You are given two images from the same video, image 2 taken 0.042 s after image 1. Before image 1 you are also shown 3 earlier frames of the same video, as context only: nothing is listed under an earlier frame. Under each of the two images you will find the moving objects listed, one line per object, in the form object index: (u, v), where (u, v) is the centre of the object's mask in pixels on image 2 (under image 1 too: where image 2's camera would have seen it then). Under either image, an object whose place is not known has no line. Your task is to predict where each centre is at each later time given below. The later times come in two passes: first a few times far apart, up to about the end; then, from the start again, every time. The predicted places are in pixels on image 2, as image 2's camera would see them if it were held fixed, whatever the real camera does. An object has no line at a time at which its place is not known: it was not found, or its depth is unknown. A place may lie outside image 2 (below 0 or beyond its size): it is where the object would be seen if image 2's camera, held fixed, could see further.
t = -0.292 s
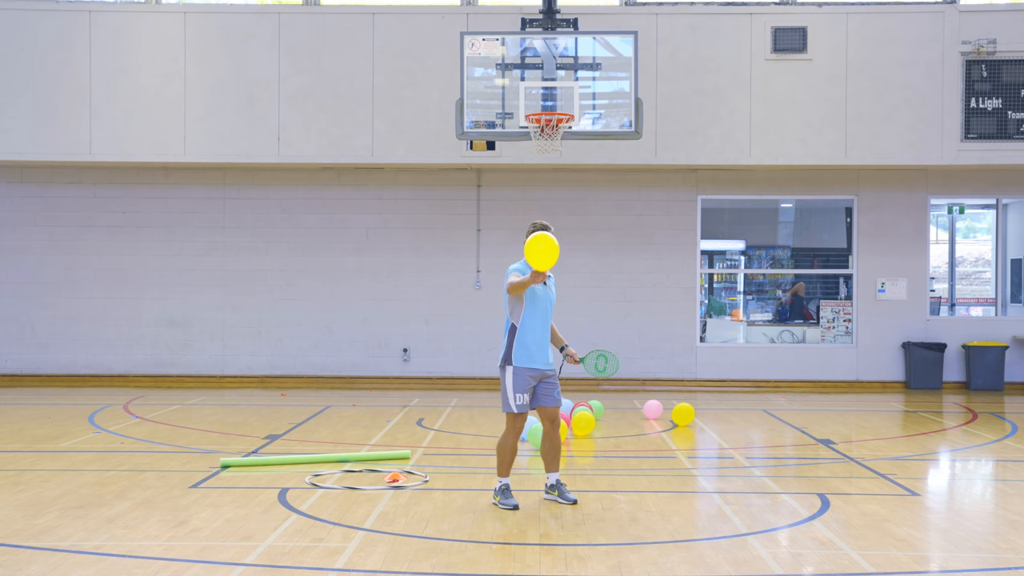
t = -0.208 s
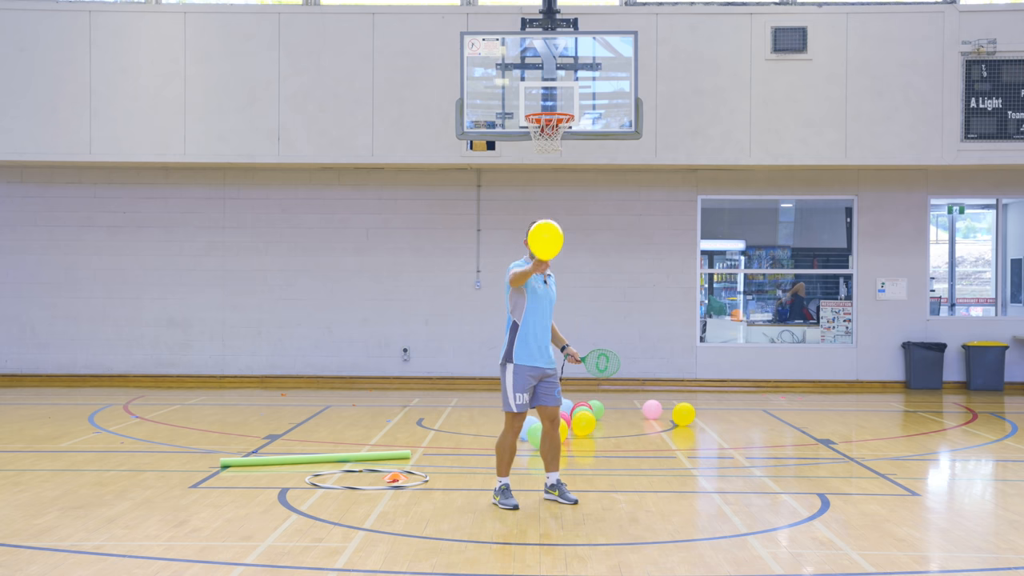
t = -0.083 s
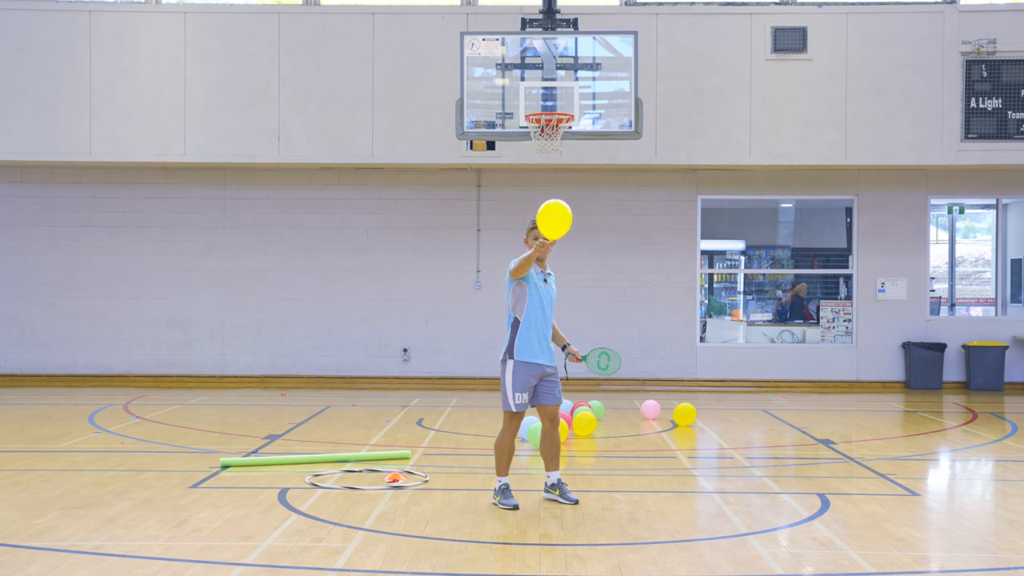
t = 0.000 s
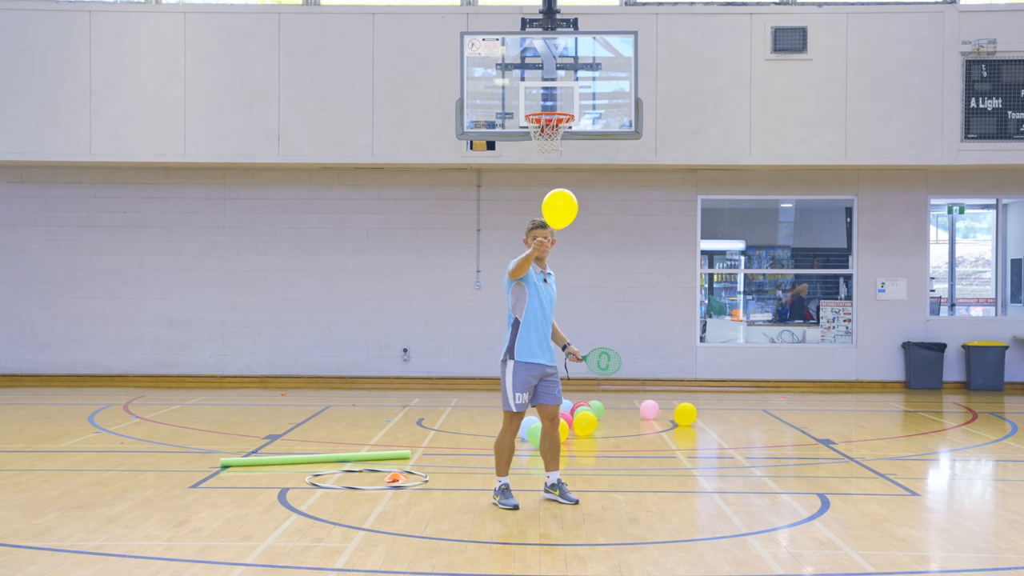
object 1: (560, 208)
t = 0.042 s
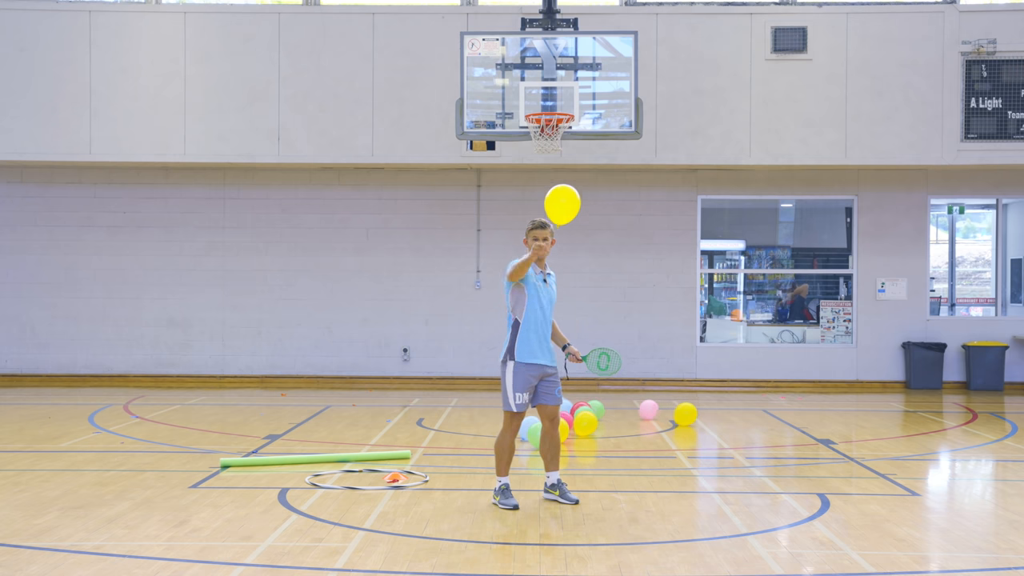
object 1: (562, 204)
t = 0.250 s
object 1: (574, 191)
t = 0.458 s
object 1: (585, 192)
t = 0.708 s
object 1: (595, 209)
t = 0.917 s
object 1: (600, 236)
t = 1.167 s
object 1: (602, 276)
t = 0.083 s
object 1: (564, 200)
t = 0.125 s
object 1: (567, 197)
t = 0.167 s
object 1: (569, 195)
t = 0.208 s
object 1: (572, 193)
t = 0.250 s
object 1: (574, 191)
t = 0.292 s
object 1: (576, 190)
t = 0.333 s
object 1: (579, 190)
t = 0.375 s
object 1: (581, 190)
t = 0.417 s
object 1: (583, 191)
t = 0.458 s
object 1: (585, 192)
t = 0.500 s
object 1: (587, 194)
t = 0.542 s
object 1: (589, 196)
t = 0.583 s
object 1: (590, 199)
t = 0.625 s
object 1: (592, 202)
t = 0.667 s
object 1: (593, 205)
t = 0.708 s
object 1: (595, 209)
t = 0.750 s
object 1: (596, 214)
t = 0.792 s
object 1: (598, 219)
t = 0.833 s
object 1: (599, 224)
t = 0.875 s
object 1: (600, 230)
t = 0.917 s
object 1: (600, 236)
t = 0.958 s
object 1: (601, 242)
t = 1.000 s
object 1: (602, 248)
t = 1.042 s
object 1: (602, 255)
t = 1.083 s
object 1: (602, 262)
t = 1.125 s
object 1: (602, 269)
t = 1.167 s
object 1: (602, 276)
